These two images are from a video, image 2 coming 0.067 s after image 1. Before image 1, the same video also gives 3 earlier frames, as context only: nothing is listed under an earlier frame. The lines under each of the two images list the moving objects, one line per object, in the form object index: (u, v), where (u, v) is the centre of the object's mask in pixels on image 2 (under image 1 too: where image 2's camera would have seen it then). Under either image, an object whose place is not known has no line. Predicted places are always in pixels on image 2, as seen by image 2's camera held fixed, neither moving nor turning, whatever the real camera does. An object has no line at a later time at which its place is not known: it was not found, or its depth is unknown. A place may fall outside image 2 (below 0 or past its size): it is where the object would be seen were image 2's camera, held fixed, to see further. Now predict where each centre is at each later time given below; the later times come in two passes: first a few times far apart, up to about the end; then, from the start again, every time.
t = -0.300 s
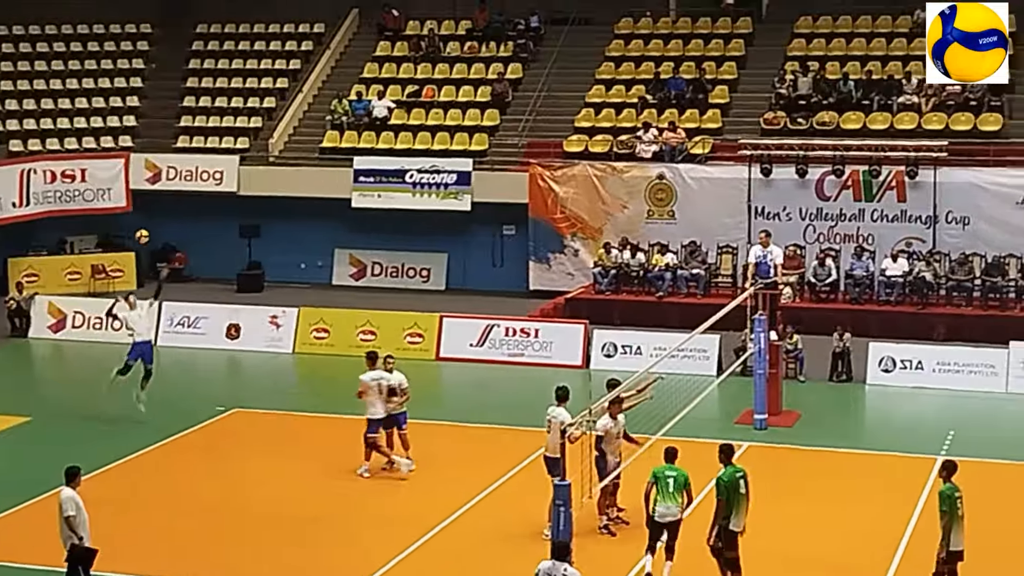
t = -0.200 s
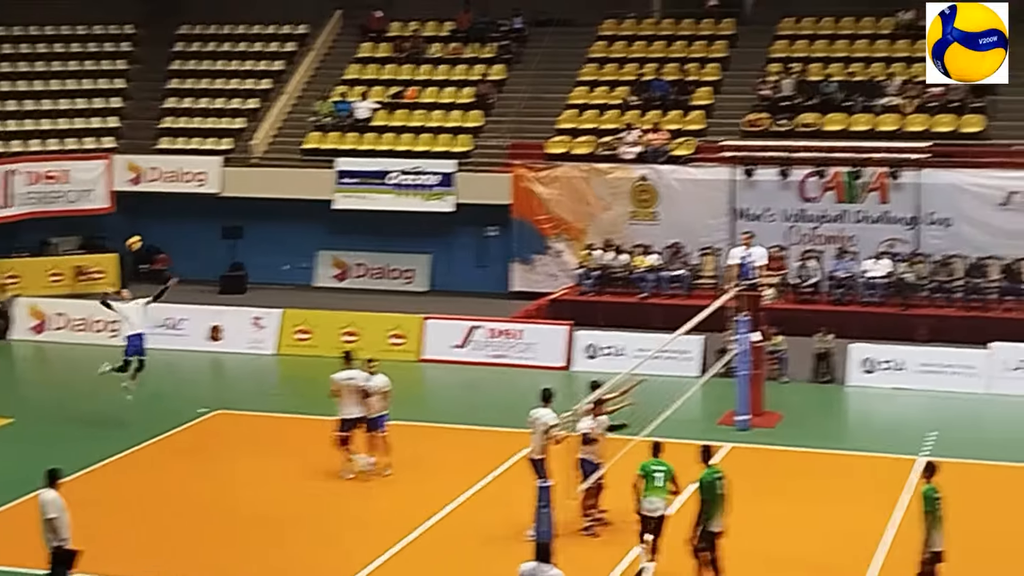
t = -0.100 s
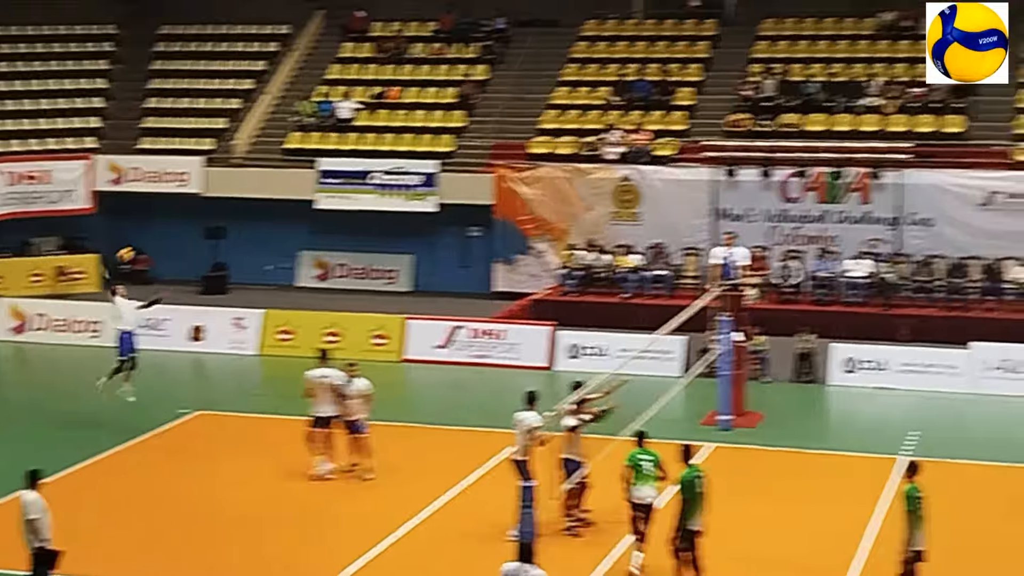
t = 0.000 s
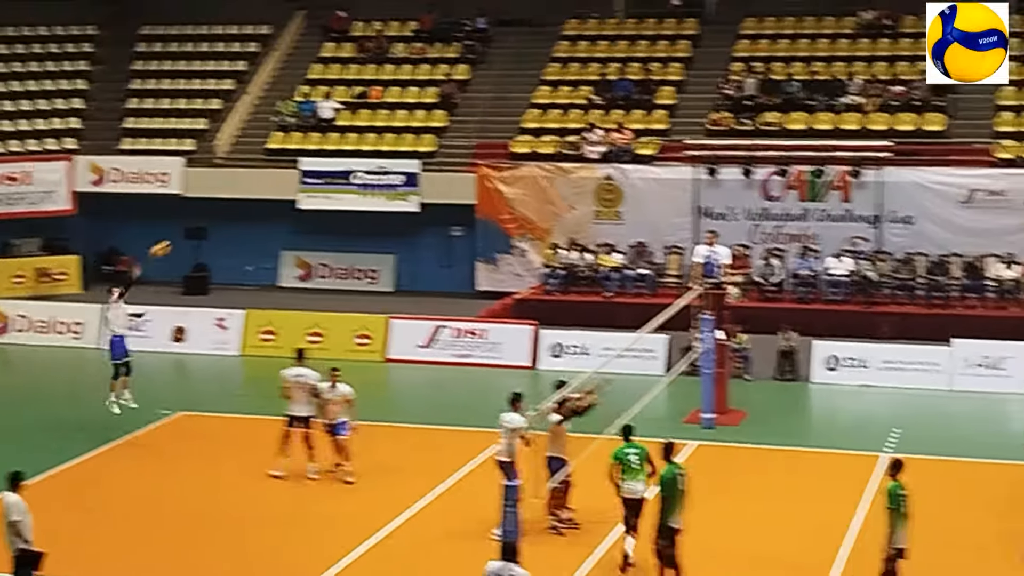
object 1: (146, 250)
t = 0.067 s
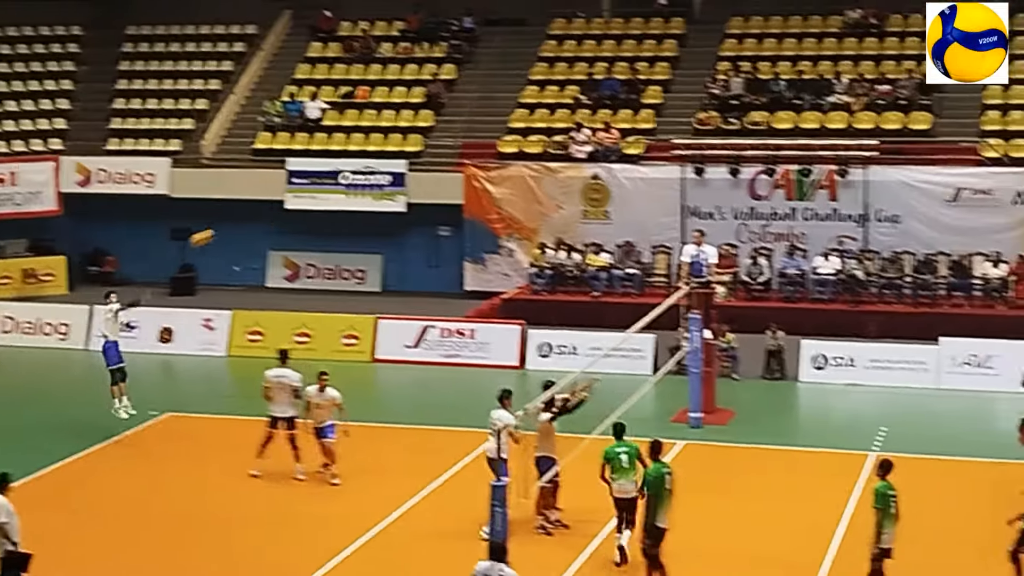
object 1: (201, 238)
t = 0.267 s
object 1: (366, 215)
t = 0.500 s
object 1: (572, 209)
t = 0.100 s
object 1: (229, 233)
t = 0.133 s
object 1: (256, 228)
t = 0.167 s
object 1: (284, 223)
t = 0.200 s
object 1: (312, 219)
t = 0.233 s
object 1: (340, 216)
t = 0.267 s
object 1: (366, 215)
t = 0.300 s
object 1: (400, 212)
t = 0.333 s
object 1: (426, 209)
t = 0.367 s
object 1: (453, 209)
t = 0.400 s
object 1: (483, 207)
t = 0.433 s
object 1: (513, 206)
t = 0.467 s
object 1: (543, 205)
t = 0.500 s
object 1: (572, 209)
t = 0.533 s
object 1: (600, 214)
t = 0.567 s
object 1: (632, 216)
